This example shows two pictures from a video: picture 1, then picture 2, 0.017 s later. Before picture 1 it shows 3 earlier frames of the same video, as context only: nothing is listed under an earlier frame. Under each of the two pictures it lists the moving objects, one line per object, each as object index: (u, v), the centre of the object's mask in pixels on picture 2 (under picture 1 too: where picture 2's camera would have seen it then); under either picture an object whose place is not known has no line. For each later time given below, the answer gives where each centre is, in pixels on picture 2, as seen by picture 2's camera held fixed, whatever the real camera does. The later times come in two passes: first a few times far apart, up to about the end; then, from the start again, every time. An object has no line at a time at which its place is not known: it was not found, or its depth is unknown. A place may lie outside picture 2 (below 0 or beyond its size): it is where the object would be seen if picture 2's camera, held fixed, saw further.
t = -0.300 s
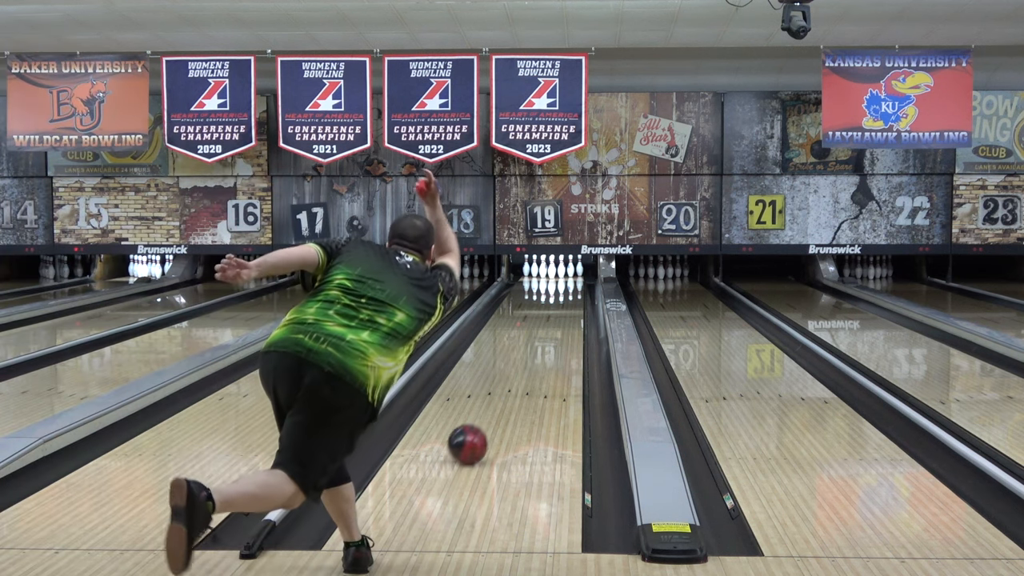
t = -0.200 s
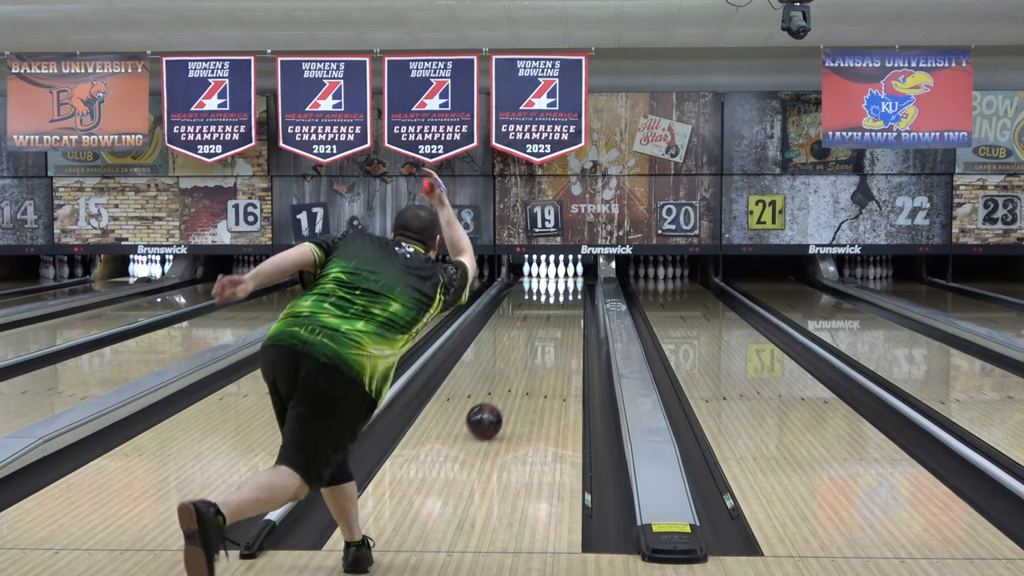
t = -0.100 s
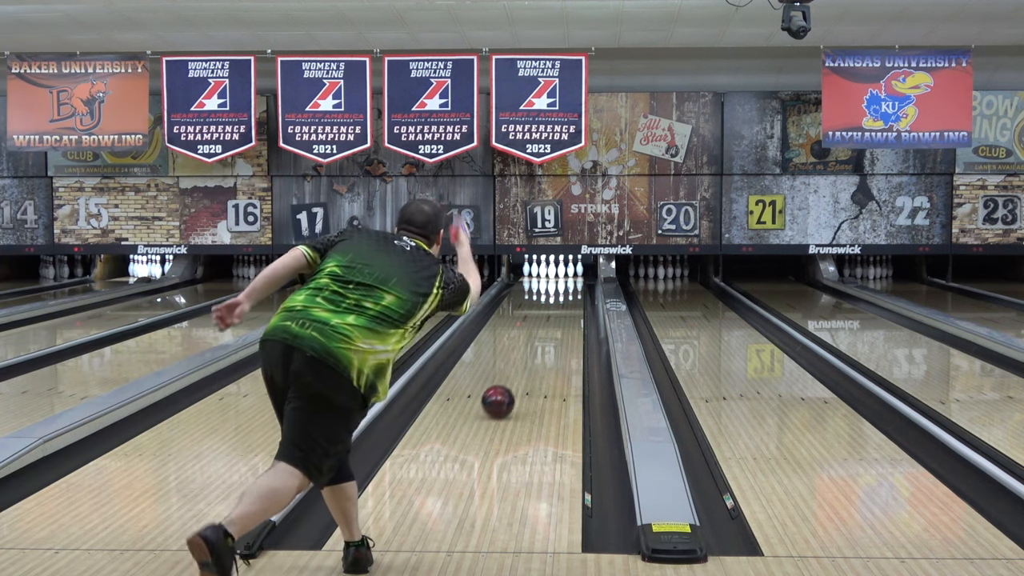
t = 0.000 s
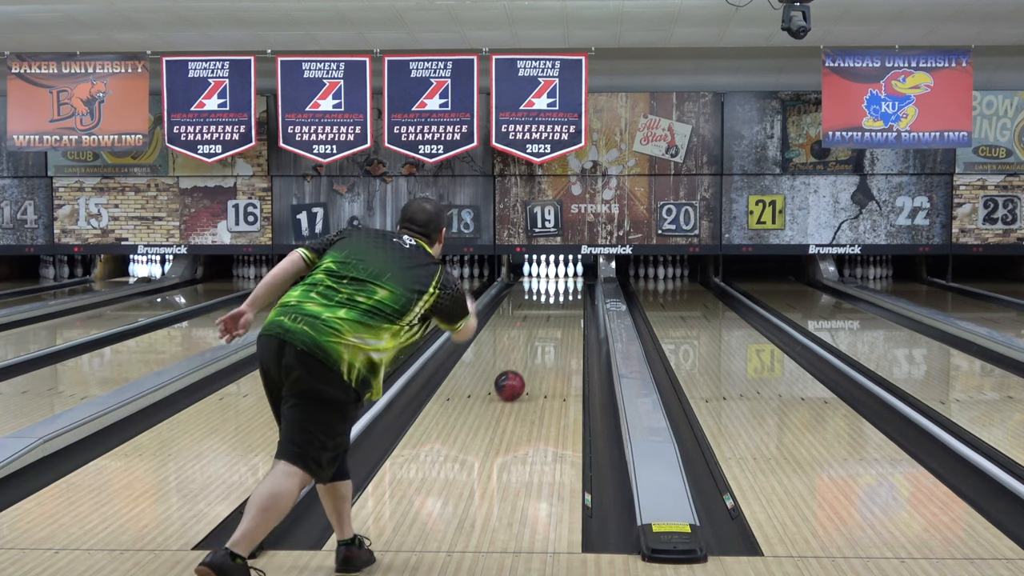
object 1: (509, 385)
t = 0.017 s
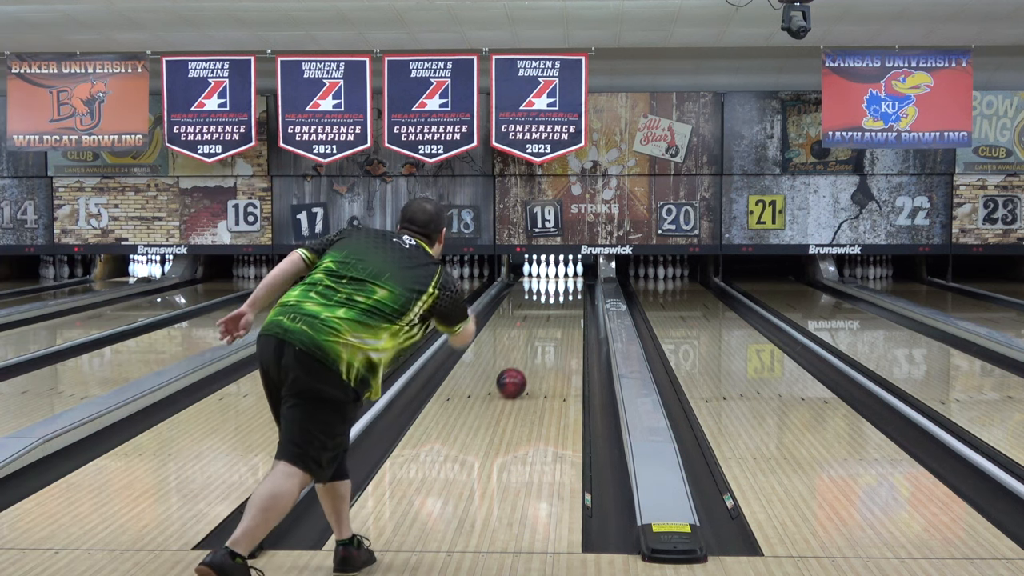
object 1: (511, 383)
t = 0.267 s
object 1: (532, 352)
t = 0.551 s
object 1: (548, 328)
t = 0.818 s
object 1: (559, 311)
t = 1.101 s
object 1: (567, 297)
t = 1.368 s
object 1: (569, 287)
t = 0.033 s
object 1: (513, 380)
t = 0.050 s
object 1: (514, 378)
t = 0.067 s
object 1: (516, 376)
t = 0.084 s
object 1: (517, 374)
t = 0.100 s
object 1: (519, 371)
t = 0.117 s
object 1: (520, 369)
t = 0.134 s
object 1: (522, 367)
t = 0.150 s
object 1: (523, 365)
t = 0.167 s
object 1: (525, 363)
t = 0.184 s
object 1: (526, 361)
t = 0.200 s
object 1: (527, 359)
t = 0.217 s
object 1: (528, 358)
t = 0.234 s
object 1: (530, 356)
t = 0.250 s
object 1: (531, 354)
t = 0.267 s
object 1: (532, 352)
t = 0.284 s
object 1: (533, 350)
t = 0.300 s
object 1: (534, 349)
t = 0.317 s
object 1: (536, 347)
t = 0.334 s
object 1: (537, 346)
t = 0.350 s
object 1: (538, 344)
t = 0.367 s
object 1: (539, 342)
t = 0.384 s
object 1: (540, 341)
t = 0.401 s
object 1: (541, 340)
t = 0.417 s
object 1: (542, 338)
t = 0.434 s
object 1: (543, 337)
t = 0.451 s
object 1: (544, 335)
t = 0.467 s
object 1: (544, 334)
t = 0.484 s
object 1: (545, 333)
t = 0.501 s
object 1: (546, 331)
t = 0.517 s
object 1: (547, 330)
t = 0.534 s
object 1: (548, 329)
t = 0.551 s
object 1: (548, 328)
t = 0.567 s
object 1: (549, 327)
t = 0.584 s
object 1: (550, 326)
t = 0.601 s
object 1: (551, 324)
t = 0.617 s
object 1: (552, 323)
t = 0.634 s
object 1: (552, 322)
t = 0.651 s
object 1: (553, 321)
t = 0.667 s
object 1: (554, 320)
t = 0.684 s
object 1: (554, 319)
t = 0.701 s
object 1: (555, 318)
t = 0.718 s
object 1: (556, 317)
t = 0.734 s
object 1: (556, 316)
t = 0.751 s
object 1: (557, 315)
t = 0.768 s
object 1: (557, 314)
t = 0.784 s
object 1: (558, 313)
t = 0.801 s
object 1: (559, 311)
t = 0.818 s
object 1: (559, 311)
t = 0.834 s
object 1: (560, 310)
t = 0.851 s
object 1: (560, 309)
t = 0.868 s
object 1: (561, 308)
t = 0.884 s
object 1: (561, 307)
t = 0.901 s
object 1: (561, 307)
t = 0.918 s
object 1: (562, 306)
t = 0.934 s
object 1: (562, 305)
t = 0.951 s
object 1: (563, 304)
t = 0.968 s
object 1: (564, 303)
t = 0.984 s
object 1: (565, 303)
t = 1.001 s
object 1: (565, 302)
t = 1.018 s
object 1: (565, 301)
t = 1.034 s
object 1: (565, 300)
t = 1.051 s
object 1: (565, 299)
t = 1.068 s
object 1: (566, 299)
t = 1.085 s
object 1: (566, 298)
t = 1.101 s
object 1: (567, 297)
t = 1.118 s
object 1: (567, 296)
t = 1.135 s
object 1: (567, 296)
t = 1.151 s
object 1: (567, 295)
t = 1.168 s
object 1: (568, 294)
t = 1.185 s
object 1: (568, 294)
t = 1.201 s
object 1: (569, 293)
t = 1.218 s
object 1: (569, 292)
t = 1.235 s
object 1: (569, 292)
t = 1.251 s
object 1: (569, 291)
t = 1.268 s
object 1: (569, 290)
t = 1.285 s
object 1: (569, 290)
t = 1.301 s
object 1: (569, 289)
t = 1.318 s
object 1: (569, 289)
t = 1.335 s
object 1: (569, 288)
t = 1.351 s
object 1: (569, 288)
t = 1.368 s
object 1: (569, 287)
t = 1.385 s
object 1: (569, 287)
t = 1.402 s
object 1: (569, 286)
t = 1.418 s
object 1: (569, 285)
